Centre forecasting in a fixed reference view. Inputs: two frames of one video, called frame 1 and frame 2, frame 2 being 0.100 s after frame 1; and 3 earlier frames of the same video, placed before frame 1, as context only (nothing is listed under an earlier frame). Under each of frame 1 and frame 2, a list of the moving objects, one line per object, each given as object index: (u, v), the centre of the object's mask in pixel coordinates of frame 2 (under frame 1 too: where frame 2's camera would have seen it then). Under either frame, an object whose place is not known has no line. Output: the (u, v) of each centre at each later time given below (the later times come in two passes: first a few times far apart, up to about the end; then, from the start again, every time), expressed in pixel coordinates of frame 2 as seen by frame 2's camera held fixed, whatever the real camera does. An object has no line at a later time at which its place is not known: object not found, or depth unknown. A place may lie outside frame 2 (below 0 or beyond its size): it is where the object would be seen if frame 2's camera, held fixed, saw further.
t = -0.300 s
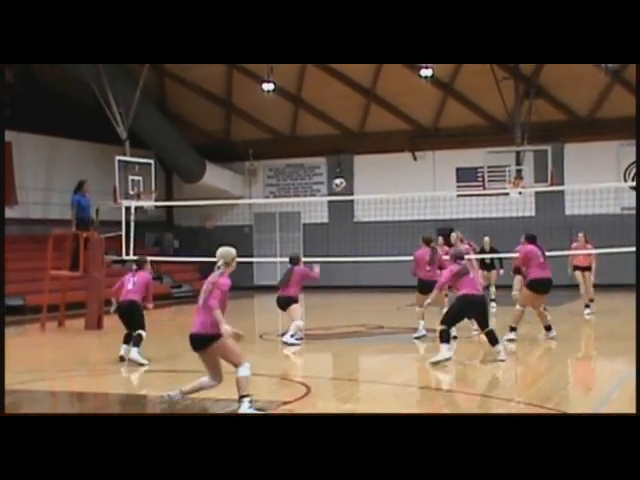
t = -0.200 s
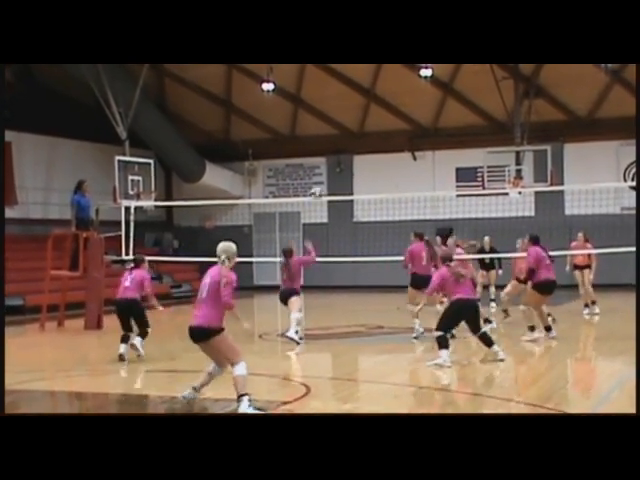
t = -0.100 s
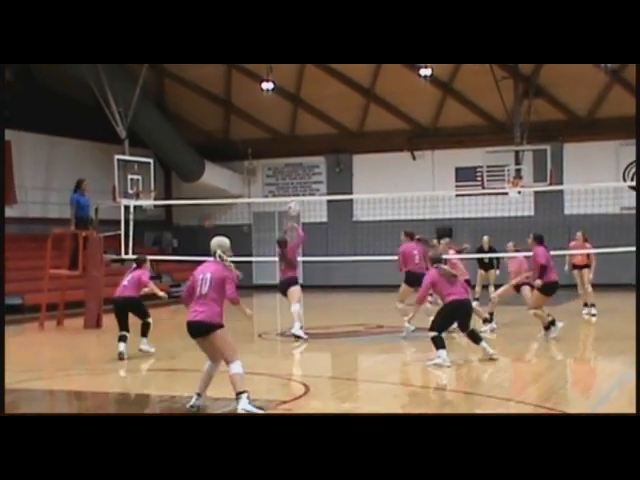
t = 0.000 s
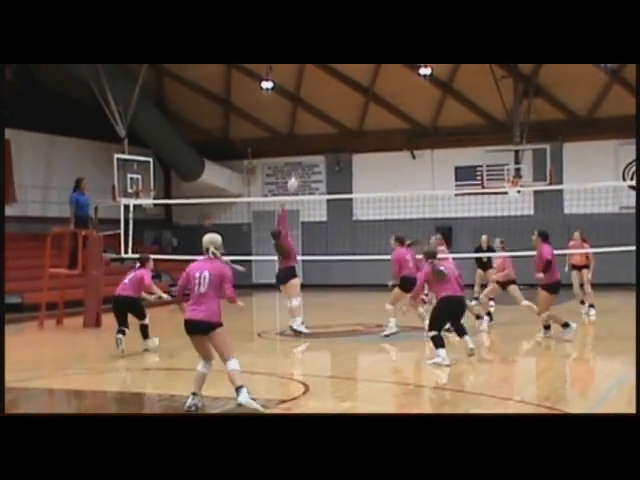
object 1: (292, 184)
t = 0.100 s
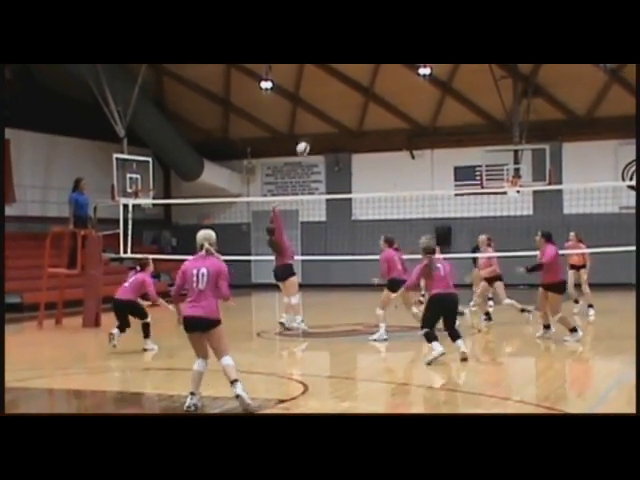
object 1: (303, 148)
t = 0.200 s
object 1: (313, 120)
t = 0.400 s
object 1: (333, 83)
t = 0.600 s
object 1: (353, 71)
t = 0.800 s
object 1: (372, 83)
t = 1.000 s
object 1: (391, 117)
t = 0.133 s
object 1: (306, 138)
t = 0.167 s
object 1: (310, 129)
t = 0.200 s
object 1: (313, 120)
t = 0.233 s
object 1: (317, 112)
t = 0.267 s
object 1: (320, 105)
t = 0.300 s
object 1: (323, 99)
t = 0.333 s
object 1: (327, 93)
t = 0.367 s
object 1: (330, 87)
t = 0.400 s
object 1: (333, 83)
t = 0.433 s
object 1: (337, 79)
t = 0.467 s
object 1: (340, 77)
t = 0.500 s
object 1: (344, 75)
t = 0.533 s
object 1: (347, 73)
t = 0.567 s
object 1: (350, 71)
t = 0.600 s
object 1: (353, 71)
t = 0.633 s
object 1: (357, 72)
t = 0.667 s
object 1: (360, 73)
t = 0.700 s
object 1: (362, 74)
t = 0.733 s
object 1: (366, 77)
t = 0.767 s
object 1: (369, 80)
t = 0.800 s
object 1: (372, 83)
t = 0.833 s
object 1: (375, 87)
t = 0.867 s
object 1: (378, 91)
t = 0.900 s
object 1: (381, 96)
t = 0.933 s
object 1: (381, 101)
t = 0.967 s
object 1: (388, 109)
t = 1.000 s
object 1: (391, 117)
